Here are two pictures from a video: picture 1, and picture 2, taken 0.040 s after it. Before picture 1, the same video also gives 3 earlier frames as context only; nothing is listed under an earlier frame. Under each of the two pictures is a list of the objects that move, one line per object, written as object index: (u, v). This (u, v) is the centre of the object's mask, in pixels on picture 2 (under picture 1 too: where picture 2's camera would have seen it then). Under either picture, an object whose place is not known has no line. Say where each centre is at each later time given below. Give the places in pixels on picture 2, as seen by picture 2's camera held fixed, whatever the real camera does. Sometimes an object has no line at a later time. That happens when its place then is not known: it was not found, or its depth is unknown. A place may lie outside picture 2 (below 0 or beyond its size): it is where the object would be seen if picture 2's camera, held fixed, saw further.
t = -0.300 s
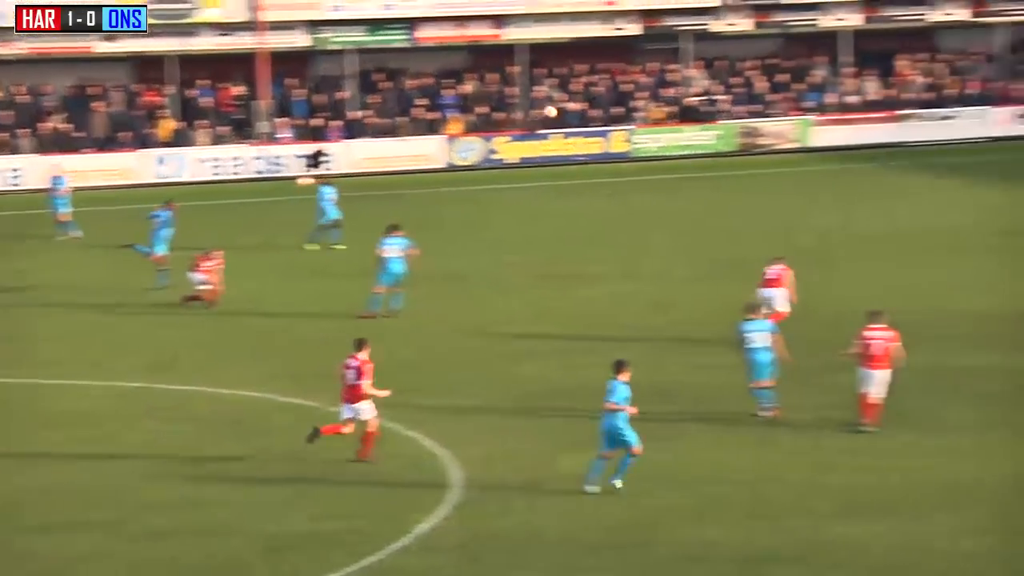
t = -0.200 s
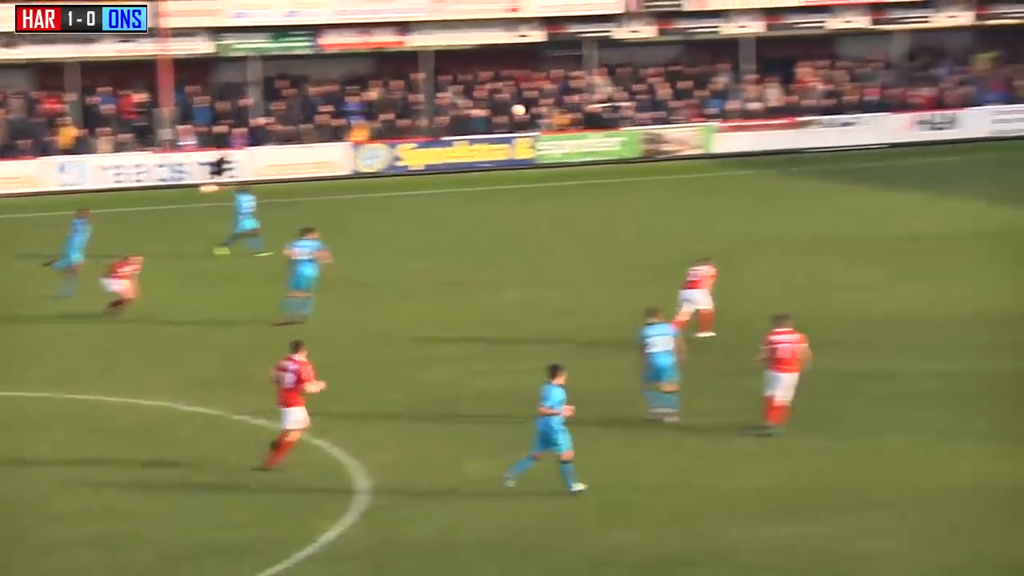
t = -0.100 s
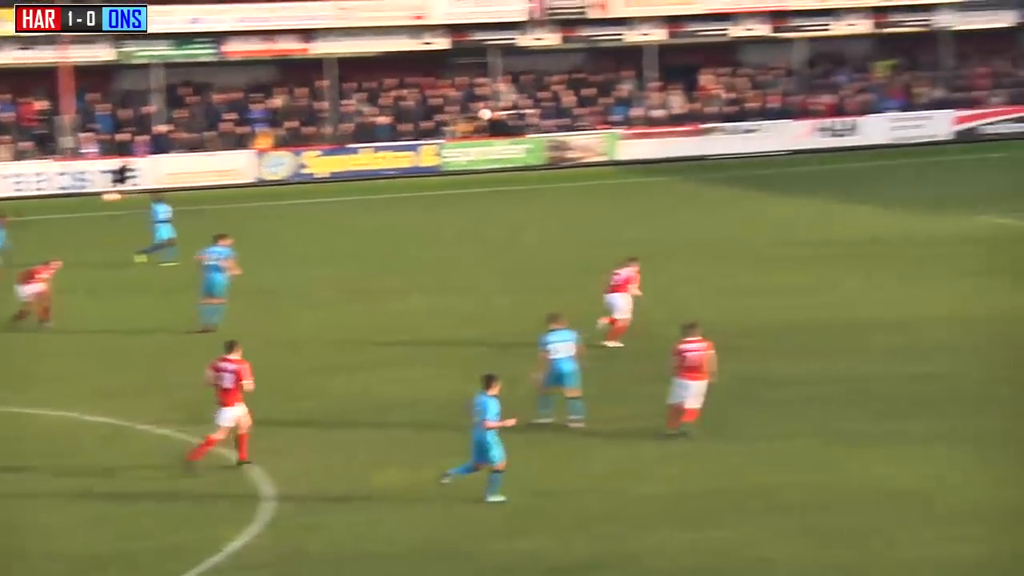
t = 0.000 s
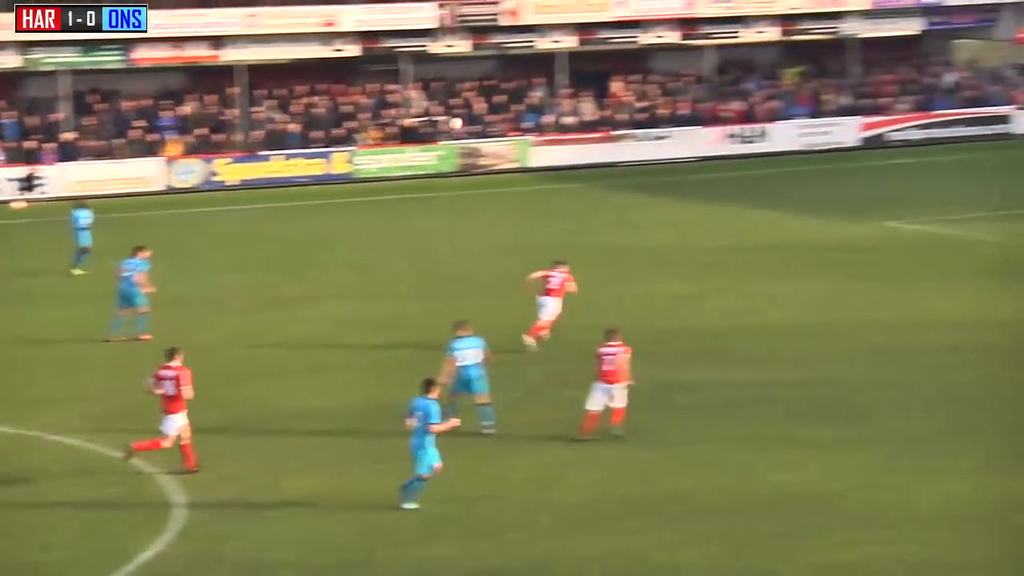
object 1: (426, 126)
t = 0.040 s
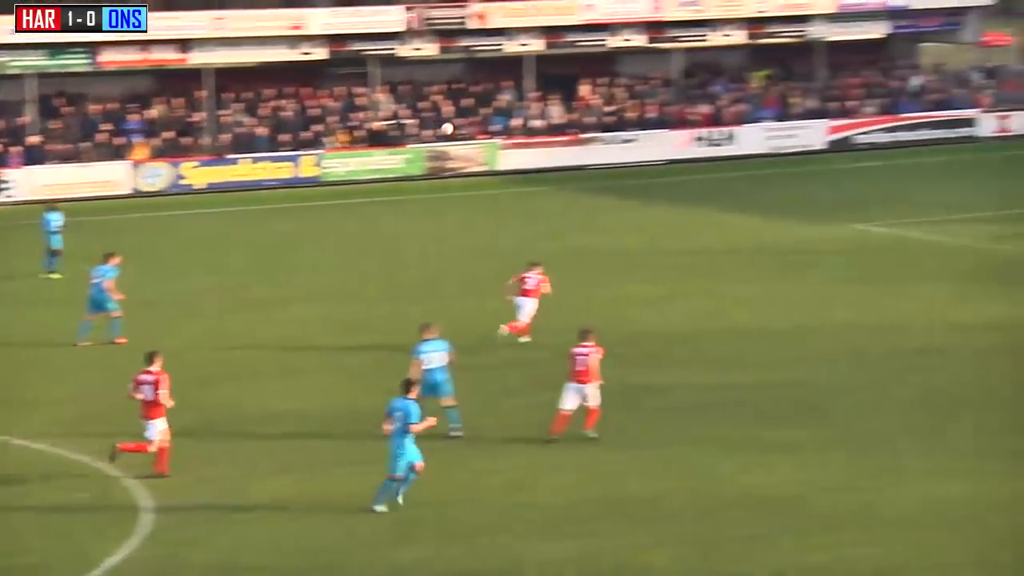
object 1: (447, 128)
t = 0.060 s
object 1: (457, 130)
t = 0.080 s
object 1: (467, 132)
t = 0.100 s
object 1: (477, 134)
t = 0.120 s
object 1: (487, 135)
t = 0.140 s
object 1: (497, 137)
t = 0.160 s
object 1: (508, 140)
